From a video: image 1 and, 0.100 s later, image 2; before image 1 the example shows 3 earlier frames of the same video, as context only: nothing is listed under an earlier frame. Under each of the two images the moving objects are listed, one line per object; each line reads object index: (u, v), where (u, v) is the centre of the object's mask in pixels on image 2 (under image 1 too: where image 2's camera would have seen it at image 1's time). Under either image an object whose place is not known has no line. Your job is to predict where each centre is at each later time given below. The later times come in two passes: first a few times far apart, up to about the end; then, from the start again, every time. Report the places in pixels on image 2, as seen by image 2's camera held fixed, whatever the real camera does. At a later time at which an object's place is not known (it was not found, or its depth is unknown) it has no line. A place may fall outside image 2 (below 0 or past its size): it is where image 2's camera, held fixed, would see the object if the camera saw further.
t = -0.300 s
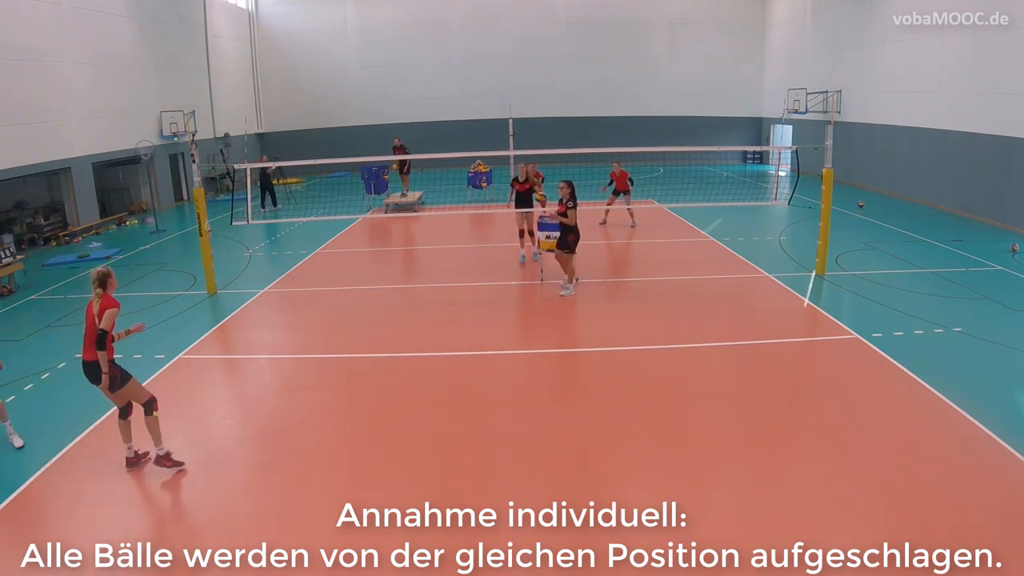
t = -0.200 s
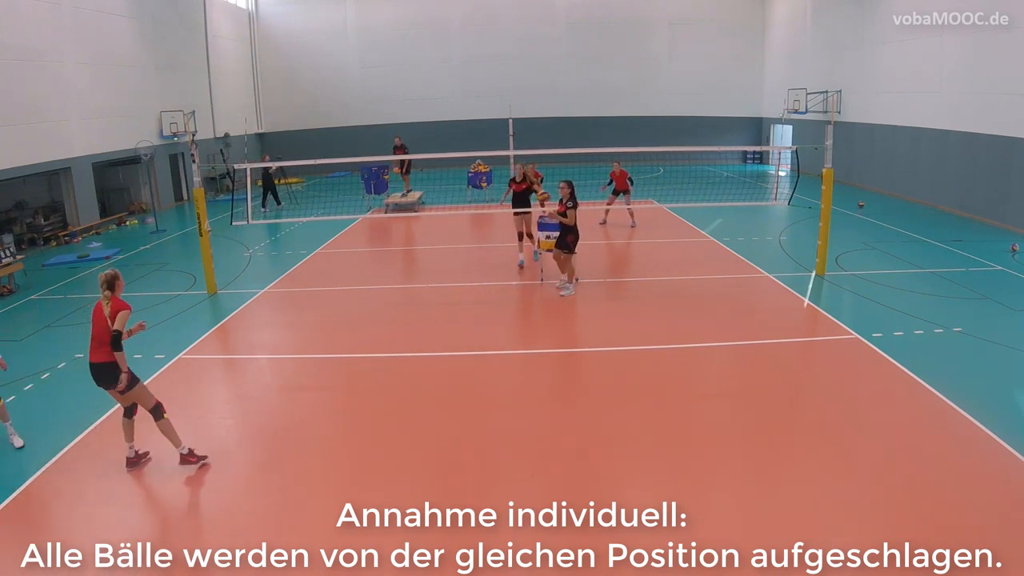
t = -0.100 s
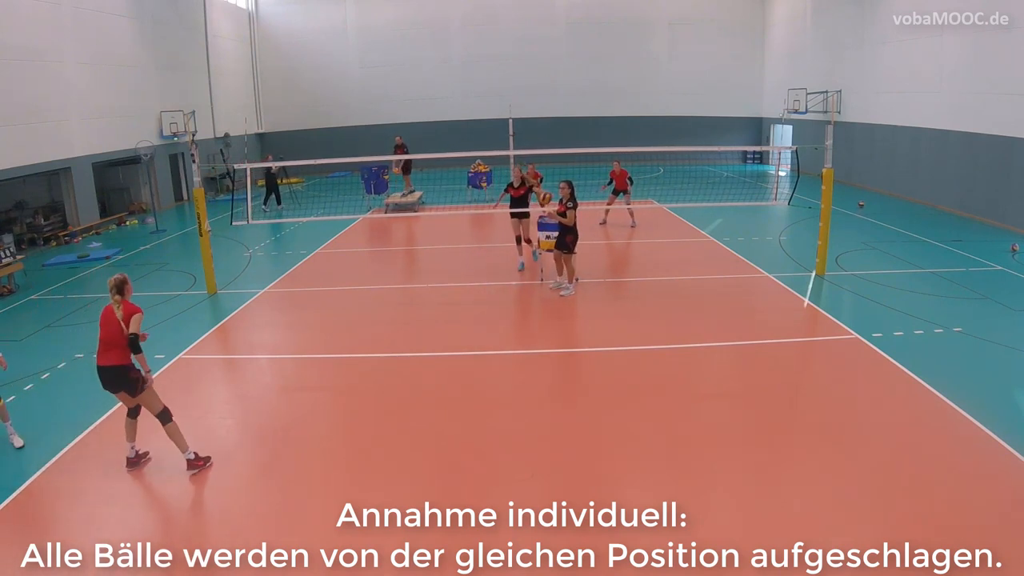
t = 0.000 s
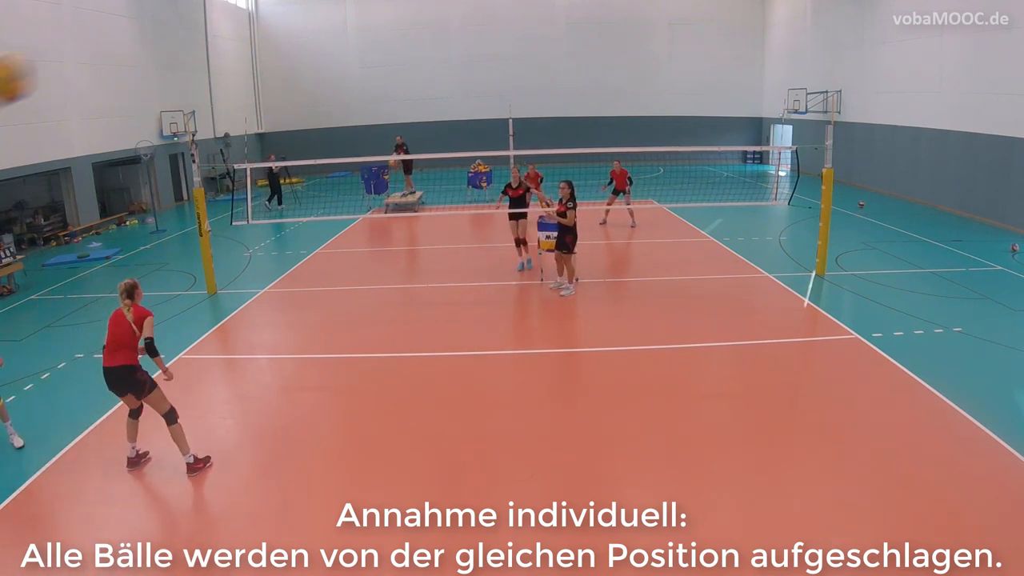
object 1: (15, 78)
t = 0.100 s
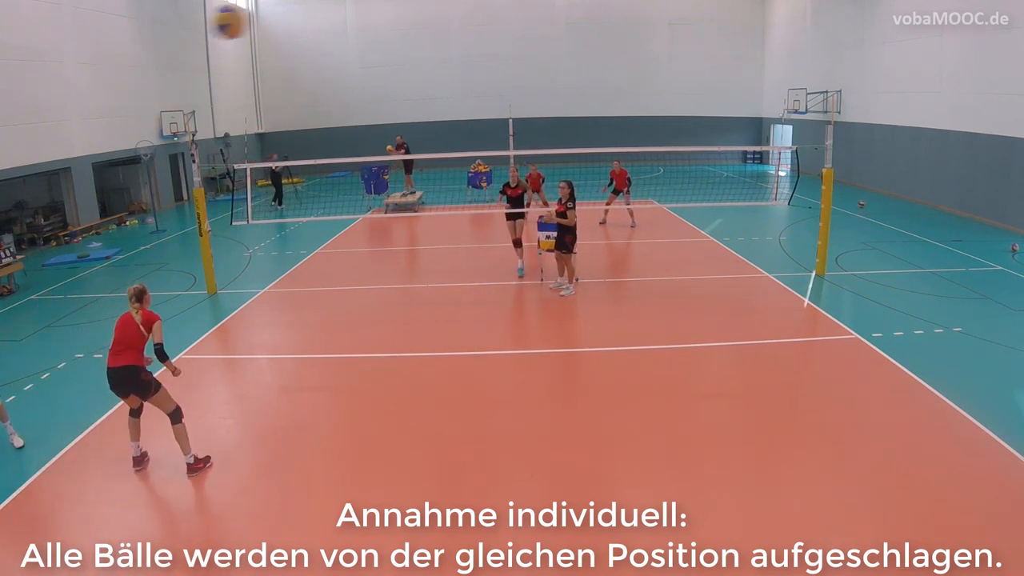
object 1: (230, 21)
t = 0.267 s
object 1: (395, 16)
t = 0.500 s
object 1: (484, 49)
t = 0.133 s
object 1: (277, 15)
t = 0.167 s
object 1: (315, 13)
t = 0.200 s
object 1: (346, 12)
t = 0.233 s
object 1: (373, 13)
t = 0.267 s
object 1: (395, 16)
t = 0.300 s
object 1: (413, 19)
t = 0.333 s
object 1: (429, 23)
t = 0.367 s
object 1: (443, 27)
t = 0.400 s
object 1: (455, 32)
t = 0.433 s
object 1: (466, 37)
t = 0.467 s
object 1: (476, 43)
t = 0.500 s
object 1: (484, 49)
